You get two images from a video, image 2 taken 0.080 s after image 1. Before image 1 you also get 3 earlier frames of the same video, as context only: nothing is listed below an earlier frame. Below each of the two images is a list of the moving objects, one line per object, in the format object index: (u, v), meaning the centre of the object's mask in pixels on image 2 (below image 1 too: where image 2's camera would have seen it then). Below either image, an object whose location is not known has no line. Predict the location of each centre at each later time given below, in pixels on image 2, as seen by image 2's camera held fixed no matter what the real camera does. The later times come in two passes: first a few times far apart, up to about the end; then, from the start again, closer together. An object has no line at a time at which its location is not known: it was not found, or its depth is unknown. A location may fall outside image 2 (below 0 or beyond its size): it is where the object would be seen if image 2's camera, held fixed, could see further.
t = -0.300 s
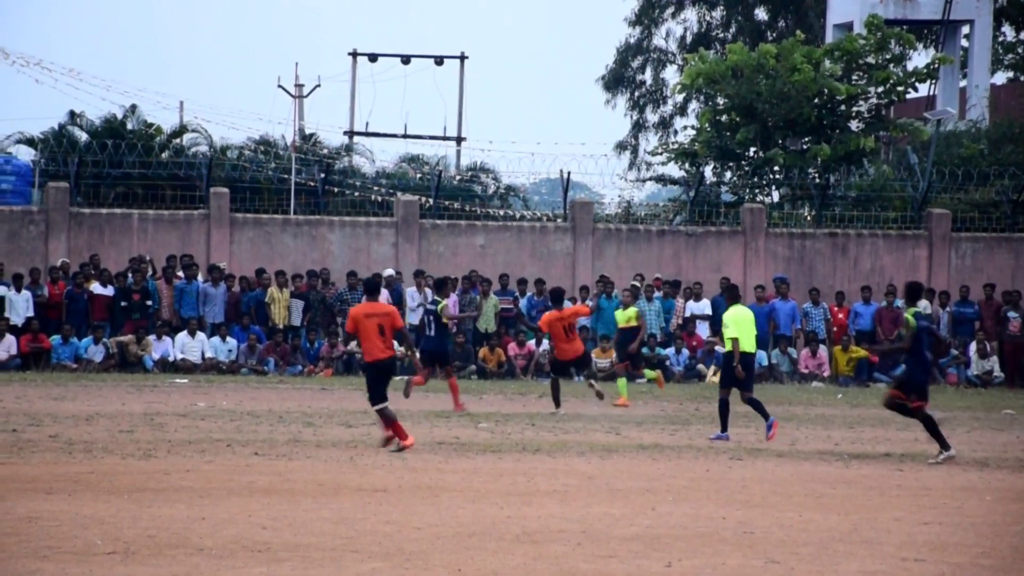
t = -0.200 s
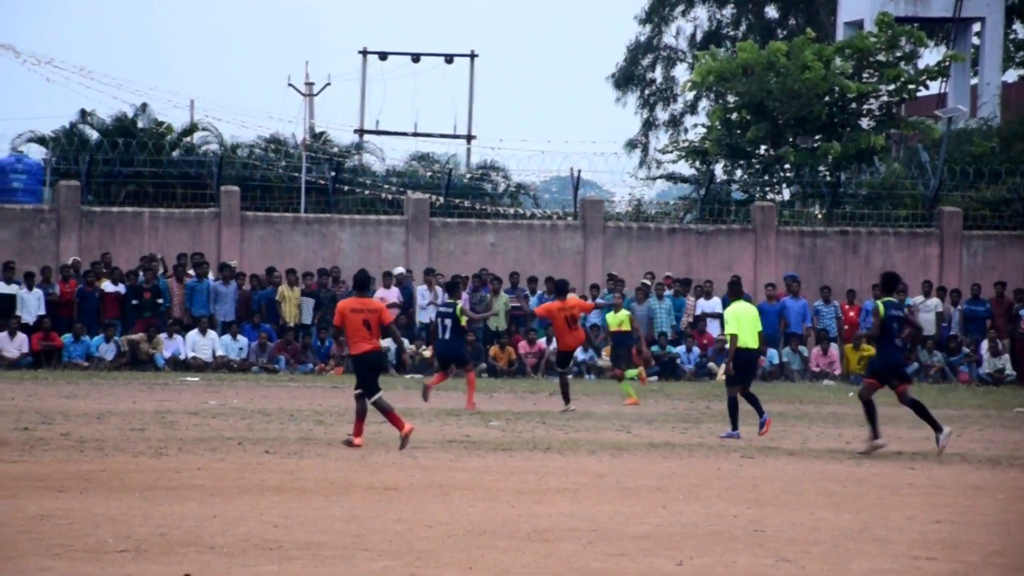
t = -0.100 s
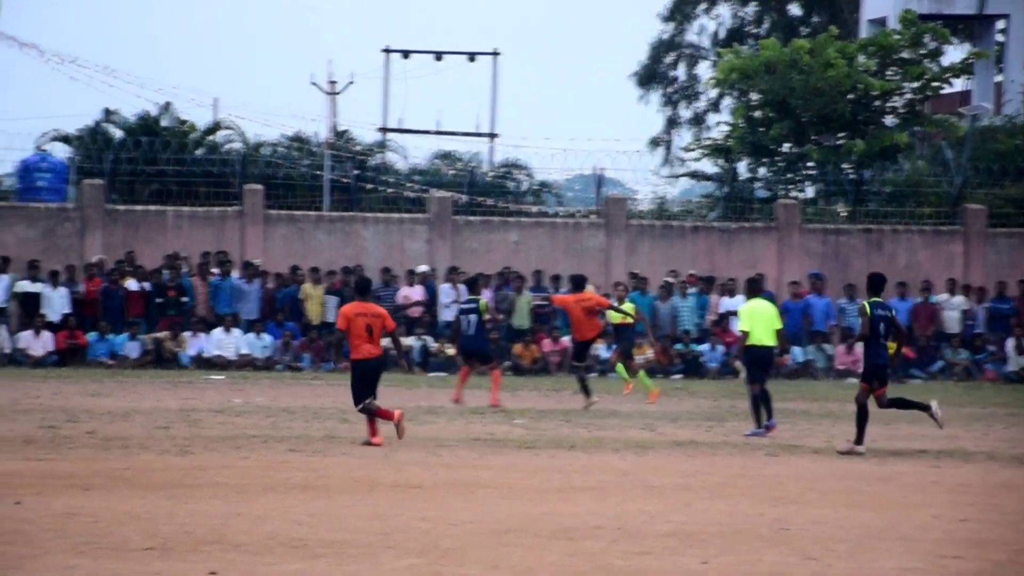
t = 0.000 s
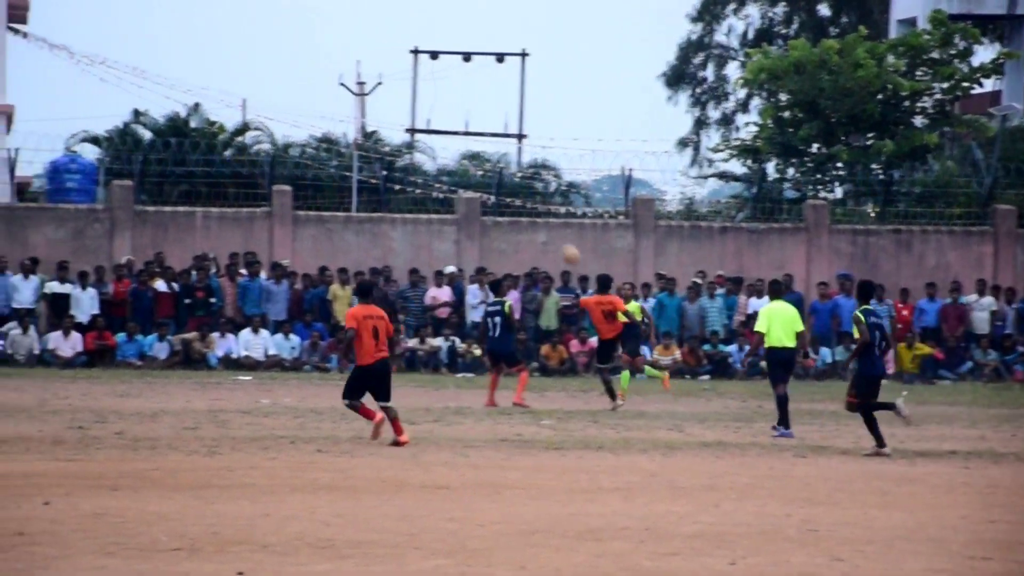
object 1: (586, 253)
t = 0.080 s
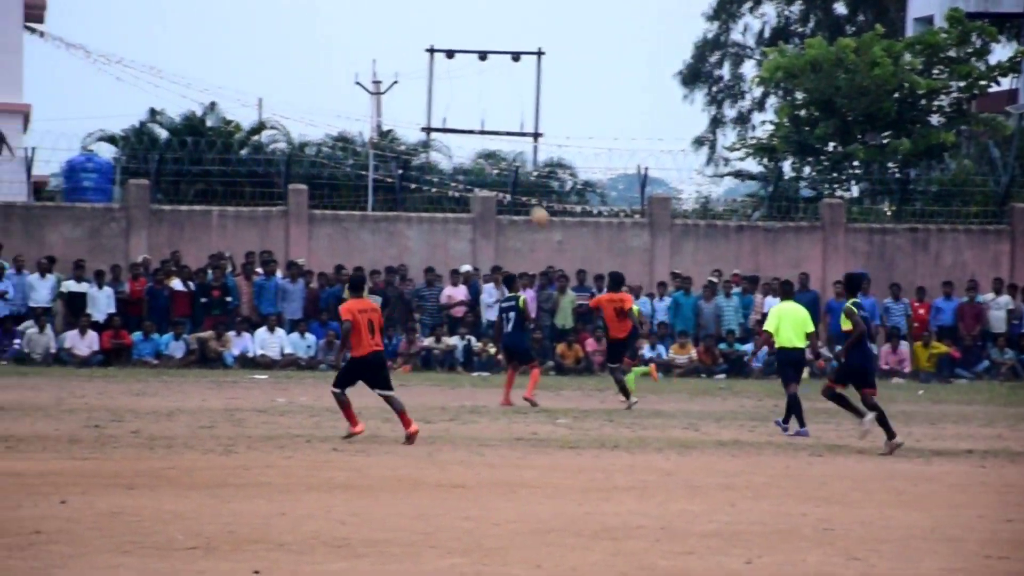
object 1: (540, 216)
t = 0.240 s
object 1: (449, 157)
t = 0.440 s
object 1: (336, 111)
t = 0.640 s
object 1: (224, 96)
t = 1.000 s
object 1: (10, 157)
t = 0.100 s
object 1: (528, 207)
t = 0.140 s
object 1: (506, 192)
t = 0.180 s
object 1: (483, 177)
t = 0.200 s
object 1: (473, 172)
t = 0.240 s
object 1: (449, 157)
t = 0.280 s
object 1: (427, 146)
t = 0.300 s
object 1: (416, 141)
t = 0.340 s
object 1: (392, 131)
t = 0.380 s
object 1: (370, 122)
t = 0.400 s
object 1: (358, 118)
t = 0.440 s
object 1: (336, 111)
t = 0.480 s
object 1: (313, 105)
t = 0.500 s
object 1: (302, 103)
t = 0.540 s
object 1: (280, 99)
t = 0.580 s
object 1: (258, 97)
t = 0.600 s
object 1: (247, 97)
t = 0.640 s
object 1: (224, 96)
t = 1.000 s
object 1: (10, 157)
